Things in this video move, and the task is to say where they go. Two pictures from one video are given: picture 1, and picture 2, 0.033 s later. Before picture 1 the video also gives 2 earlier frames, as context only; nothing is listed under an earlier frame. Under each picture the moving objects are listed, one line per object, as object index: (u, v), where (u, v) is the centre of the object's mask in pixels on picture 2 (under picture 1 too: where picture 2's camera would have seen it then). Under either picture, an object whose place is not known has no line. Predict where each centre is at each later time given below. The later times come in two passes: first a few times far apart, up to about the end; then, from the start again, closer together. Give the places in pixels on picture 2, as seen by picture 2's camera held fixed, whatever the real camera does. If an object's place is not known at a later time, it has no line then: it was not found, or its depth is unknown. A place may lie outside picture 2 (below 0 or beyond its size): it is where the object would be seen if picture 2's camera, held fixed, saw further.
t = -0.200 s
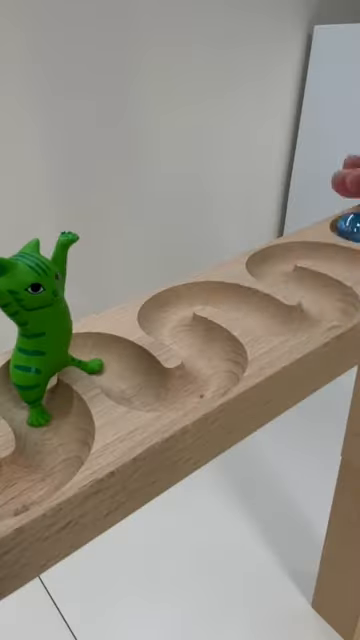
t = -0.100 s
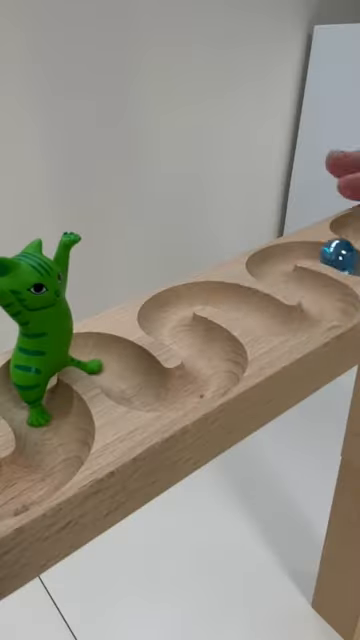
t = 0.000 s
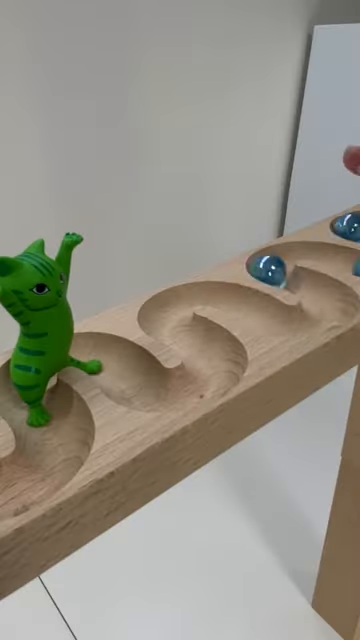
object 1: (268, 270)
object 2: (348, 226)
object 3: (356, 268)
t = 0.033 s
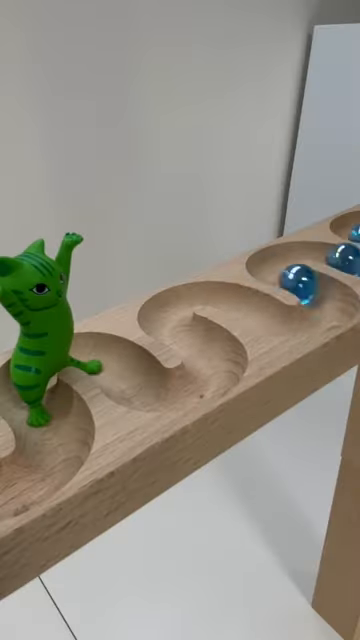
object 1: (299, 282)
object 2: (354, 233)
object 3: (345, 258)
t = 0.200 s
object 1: (243, 301)
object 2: (348, 260)
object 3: (317, 287)
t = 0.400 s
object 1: (216, 371)
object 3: (196, 292)
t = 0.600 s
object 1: (111, 363)
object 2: (165, 311)
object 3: (166, 392)
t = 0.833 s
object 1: (98, 351)
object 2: (153, 392)
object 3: (121, 371)
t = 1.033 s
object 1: (97, 355)
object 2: (161, 391)
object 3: (125, 374)
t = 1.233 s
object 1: (97, 355)
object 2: (162, 391)
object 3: (125, 374)
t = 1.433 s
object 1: (97, 356)
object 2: (162, 391)
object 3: (125, 374)
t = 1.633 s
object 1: (97, 356)
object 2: (162, 391)
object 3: (125, 374)
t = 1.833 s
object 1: (96, 351)
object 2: (152, 391)
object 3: (121, 369)
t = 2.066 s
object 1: (96, 353)
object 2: (152, 391)
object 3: (122, 370)
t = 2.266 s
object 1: (96, 353)
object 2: (152, 391)
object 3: (122, 370)
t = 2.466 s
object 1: (96, 353)
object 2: (151, 391)
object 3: (121, 370)
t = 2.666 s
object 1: (95, 353)
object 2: (149, 391)
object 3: (121, 369)
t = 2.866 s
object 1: (95, 353)
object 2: (149, 391)
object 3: (121, 368)
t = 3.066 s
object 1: (94, 353)
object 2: (149, 391)
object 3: (121, 368)
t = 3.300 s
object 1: (94, 353)
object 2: (148, 390)
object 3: (120, 368)
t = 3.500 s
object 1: (94, 352)
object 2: (148, 391)
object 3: (120, 368)
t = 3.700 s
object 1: (94, 352)
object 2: (148, 391)
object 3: (120, 368)
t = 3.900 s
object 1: (94, 352)
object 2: (148, 391)
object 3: (120, 368)
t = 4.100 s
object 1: (94, 352)
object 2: (148, 391)
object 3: (120, 368)
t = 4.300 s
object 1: (94, 352)
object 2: (147, 391)
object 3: (120, 367)
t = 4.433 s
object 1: (94, 352)
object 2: (147, 391)
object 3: (120, 367)
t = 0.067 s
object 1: (324, 295)
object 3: (322, 250)
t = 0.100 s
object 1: (331, 310)
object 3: (282, 253)
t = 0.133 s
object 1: (300, 320)
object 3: (267, 266)
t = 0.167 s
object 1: (259, 314)
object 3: (286, 276)
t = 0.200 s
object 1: (243, 301)
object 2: (348, 260)
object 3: (317, 287)
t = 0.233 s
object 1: (211, 294)
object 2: (329, 251)
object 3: (331, 305)
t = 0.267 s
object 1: (176, 299)
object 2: (288, 252)
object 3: (323, 314)
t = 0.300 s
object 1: (160, 319)
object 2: (267, 264)
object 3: (283, 319)
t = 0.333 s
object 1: (184, 334)
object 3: (257, 312)
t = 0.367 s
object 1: (208, 348)
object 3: (235, 298)
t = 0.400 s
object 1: (216, 371)
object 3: (196, 292)
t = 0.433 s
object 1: (191, 387)
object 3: (167, 308)
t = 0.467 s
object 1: (142, 390)
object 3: (166, 325)
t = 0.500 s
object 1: (125, 374)
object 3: (199, 339)
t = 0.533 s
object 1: (104, 356)
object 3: (211, 359)
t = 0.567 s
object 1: (96, 352)
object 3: (211, 377)
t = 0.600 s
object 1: (111, 363)
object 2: (165, 311)
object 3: (166, 392)
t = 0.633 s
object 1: (110, 361)
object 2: (171, 328)
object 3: (137, 388)
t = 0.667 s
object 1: (98, 358)
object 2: (203, 341)
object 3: (141, 385)
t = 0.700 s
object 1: (103, 354)
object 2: (214, 364)
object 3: (129, 384)
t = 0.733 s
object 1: (100, 359)
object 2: (204, 381)
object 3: (135, 380)
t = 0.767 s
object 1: (99, 354)
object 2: (158, 392)
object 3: (122, 376)
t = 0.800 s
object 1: (99, 350)
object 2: (156, 390)
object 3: (124, 369)
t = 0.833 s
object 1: (98, 351)
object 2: (153, 392)
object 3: (121, 371)
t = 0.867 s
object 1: (98, 355)
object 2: (161, 391)
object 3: (124, 374)
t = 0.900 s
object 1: (97, 355)
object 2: (162, 392)
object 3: (125, 374)
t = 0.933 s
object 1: (97, 356)
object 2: (161, 391)
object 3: (126, 374)
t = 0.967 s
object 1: (97, 356)
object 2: (162, 392)
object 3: (125, 374)
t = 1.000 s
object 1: (97, 356)
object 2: (161, 392)
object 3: (125, 374)
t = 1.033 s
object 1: (97, 355)
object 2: (161, 391)
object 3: (125, 374)
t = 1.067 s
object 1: (97, 356)
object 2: (161, 392)
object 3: (125, 374)
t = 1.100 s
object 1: (97, 356)
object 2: (160, 392)
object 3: (125, 374)
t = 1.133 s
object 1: (97, 355)
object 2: (160, 392)
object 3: (125, 374)
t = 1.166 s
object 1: (97, 356)
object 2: (162, 391)
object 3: (125, 374)
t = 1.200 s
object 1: (97, 355)
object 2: (162, 391)
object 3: (125, 374)
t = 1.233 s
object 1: (97, 355)
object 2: (162, 391)
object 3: (125, 374)
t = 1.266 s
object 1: (97, 355)
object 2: (162, 391)
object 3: (125, 374)
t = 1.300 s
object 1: (97, 355)
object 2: (162, 391)
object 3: (125, 374)
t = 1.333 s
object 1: (97, 355)
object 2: (162, 391)
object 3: (125, 374)
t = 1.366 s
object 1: (97, 355)
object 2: (162, 391)
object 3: (125, 374)
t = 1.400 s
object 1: (97, 356)
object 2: (162, 391)
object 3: (125, 374)
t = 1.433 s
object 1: (97, 356)
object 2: (162, 391)
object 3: (125, 374)
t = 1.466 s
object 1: (97, 356)
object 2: (162, 391)
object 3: (125, 374)
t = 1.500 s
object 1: (97, 356)
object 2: (162, 391)
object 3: (125, 374)
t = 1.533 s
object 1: (97, 356)
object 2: (162, 391)
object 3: (125, 374)
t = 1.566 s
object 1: (97, 356)
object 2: (162, 391)
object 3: (125, 374)
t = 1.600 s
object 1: (97, 356)
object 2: (162, 391)
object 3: (125, 374)
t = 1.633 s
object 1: (97, 356)
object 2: (162, 391)
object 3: (125, 374)
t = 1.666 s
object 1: (97, 355)
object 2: (158, 392)
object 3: (124, 374)
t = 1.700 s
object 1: (96, 353)
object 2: (149, 391)
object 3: (120, 370)
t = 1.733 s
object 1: (97, 352)
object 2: (149, 391)
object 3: (121, 368)
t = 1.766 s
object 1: (96, 350)
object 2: (147, 391)
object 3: (119, 368)
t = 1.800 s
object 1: (96, 350)
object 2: (148, 391)
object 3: (120, 368)
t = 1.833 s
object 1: (96, 351)
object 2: (152, 391)
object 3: (121, 369)
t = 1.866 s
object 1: (96, 352)
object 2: (152, 391)
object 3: (121, 370)
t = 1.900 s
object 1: (96, 353)
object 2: (152, 391)
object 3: (122, 370)
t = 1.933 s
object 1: (96, 353)
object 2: (152, 391)
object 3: (122, 370)
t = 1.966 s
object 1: (96, 353)
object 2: (152, 391)
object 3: (122, 370)
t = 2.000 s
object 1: (96, 353)
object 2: (152, 391)
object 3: (122, 370)
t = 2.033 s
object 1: (96, 353)
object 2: (152, 391)
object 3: (122, 370)
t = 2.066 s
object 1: (96, 353)
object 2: (152, 391)
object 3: (122, 370)
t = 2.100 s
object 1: (96, 353)
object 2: (152, 391)
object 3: (122, 370)
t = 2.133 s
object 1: (96, 353)
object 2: (152, 391)
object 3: (122, 370)
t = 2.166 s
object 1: (96, 353)
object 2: (152, 391)
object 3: (122, 370)
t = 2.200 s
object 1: (96, 353)
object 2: (152, 391)
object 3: (122, 370)
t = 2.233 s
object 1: (96, 353)
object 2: (152, 391)
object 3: (122, 370)
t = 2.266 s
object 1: (96, 353)
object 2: (152, 391)
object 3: (122, 370)
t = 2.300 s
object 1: (96, 353)
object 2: (152, 391)
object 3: (122, 370)
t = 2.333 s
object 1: (96, 353)
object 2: (152, 391)
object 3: (122, 370)
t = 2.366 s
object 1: (96, 353)
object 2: (152, 391)
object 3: (122, 370)
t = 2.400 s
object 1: (96, 353)
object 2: (152, 391)
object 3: (122, 370)
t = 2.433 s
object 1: (96, 353)
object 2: (152, 391)
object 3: (122, 371)
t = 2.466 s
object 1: (96, 353)
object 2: (151, 391)
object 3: (121, 370)
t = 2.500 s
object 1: (96, 352)
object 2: (149, 391)
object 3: (121, 369)
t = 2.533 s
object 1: (95, 352)
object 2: (149, 391)
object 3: (121, 369)
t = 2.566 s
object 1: (95, 353)
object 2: (149, 391)
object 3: (121, 369)
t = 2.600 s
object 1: (95, 353)
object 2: (149, 391)
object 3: (121, 369)
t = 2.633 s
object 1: (95, 353)
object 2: (149, 391)
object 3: (121, 369)
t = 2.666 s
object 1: (95, 353)
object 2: (149, 391)
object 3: (121, 369)
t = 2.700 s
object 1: (95, 353)
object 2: (149, 391)
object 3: (121, 369)
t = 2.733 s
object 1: (95, 353)
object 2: (149, 391)
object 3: (121, 369)
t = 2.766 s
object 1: (95, 353)
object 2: (149, 391)
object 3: (121, 369)
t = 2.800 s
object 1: (95, 353)
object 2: (149, 391)
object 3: (121, 369)
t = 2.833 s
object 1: (95, 353)
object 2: (149, 391)
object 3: (121, 369)
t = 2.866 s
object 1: (95, 353)
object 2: (149, 391)
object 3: (121, 368)
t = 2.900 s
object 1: (95, 353)
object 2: (149, 391)
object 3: (121, 369)
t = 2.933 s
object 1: (95, 353)
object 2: (149, 391)
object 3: (121, 368)
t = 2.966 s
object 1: (95, 353)
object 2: (149, 391)
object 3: (121, 369)
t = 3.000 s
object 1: (95, 353)
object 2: (149, 391)
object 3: (121, 369)
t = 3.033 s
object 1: (95, 353)
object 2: (149, 391)
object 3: (121, 369)
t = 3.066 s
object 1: (94, 353)
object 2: (149, 391)
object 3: (121, 368)
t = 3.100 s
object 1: (94, 353)
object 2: (149, 390)
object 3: (121, 368)
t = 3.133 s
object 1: (95, 353)
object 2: (149, 390)
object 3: (121, 368)
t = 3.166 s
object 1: (94, 353)
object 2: (149, 391)
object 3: (121, 368)
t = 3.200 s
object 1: (94, 353)
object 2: (149, 391)
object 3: (121, 368)
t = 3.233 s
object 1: (94, 353)
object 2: (148, 390)
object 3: (120, 368)
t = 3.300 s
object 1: (94, 353)
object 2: (148, 390)
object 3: (120, 368)
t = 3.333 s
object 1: (94, 353)
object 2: (148, 390)
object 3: (120, 368)
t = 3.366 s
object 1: (94, 353)
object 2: (148, 390)
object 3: (120, 368)
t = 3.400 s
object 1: (94, 353)
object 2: (148, 390)
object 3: (120, 368)
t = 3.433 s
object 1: (94, 352)
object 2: (148, 391)
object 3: (120, 368)
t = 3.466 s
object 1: (94, 353)
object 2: (148, 391)
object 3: (120, 368)
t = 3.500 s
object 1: (94, 352)
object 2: (148, 391)
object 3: (120, 368)
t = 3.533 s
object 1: (94, 352)
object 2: (148, 391)
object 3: (120, 368)
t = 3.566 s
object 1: (94, 352)
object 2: (148, 390)
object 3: (120, 368)
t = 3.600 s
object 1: (94, 352)
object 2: (148, 391)
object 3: (120, 368)
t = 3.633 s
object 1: (94, 352)
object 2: (148, 391)
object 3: (120, 368)
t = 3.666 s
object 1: (94, 352)
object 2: (148, 391)
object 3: (120, 368)
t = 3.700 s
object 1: (94, 352)
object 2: (148, 391)
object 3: (120, 368)
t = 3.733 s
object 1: (94, 352)
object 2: (148, 391)
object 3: (120, 368)
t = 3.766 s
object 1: (94, 352)
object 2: (148, 391)
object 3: (120, 368)
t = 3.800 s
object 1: (94, 353)
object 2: (148, 391)
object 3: (120, 368)
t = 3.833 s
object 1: (94, 352)
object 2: (148, 391)
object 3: (120, 368)
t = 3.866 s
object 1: (94, 352)
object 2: (148, 391)
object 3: (120, 368)
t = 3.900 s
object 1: (94, 352)
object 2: (148, 391)
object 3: (120, 368)
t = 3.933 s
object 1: (94, 353)
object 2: (148, 391)
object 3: (120, 368)
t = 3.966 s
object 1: (94, 352)
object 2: (148, 391)
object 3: (120, 368)
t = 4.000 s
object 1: (94, 352)
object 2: (148, 391)
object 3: (120, 368)
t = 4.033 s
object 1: (94, 353)
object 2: (148, 391)
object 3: (120, 368)
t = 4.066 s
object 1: (94, 352)
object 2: (148, 391)
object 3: (120, 368)
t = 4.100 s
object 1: (94, 352)
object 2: (148, 391)
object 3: (120, 368)
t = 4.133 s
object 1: (94, 353)
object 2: (148, 391)
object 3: (120, 368)
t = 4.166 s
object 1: (94, 353)
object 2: (148, 391)
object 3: (120, 368)
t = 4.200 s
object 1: (94, 353)
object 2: (148, 391)
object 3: (120, 368)
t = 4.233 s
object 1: (94, 352)
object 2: (148, 391)
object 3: (120, 368)
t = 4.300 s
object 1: (94, 352)
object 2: (147, 391)
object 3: (120, 367)
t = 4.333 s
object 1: (94, 352)
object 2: (147, 391)
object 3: (120, 367)
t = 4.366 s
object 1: (94, 353)
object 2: (147, 391)
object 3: (120, 367)
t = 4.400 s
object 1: (94, 352)
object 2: (147, 391)
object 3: (120, 367)
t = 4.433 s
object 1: (94, 352)
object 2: (147, 391)
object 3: (120, 367)
